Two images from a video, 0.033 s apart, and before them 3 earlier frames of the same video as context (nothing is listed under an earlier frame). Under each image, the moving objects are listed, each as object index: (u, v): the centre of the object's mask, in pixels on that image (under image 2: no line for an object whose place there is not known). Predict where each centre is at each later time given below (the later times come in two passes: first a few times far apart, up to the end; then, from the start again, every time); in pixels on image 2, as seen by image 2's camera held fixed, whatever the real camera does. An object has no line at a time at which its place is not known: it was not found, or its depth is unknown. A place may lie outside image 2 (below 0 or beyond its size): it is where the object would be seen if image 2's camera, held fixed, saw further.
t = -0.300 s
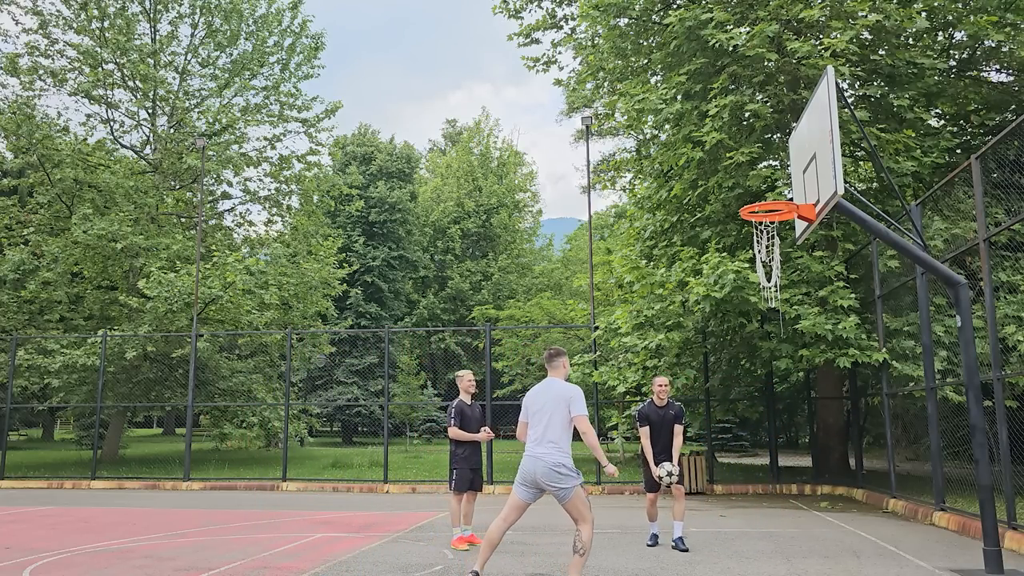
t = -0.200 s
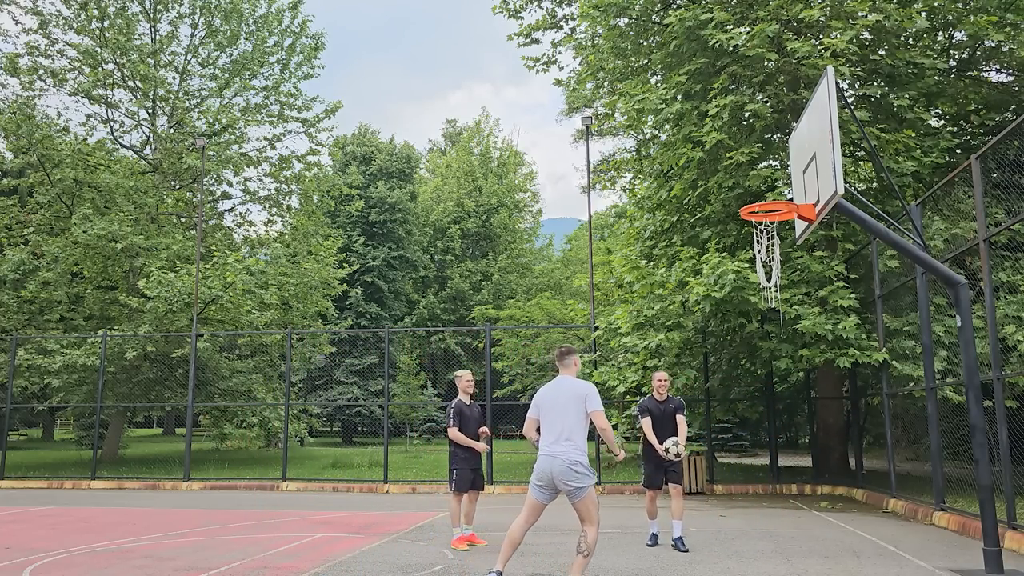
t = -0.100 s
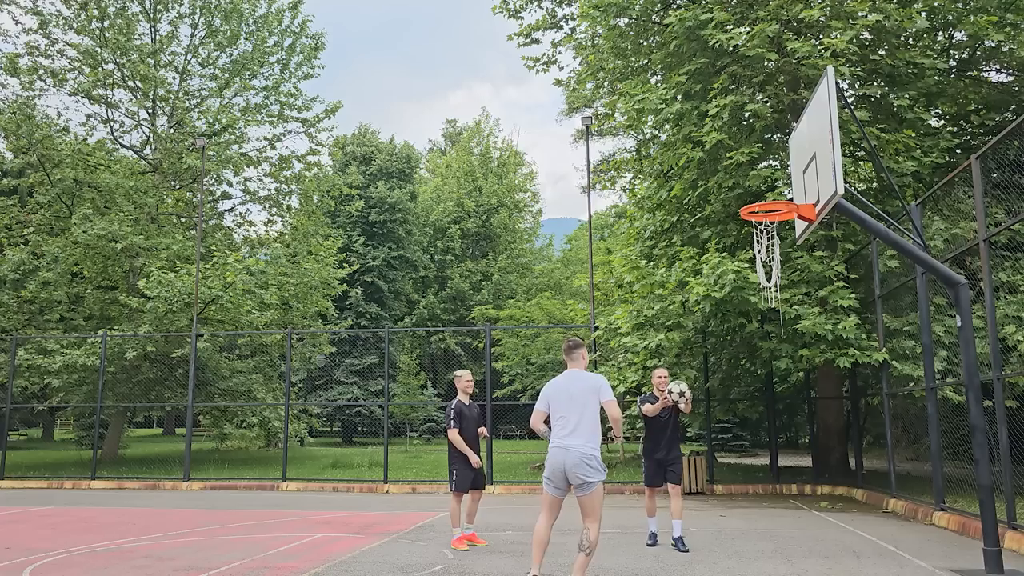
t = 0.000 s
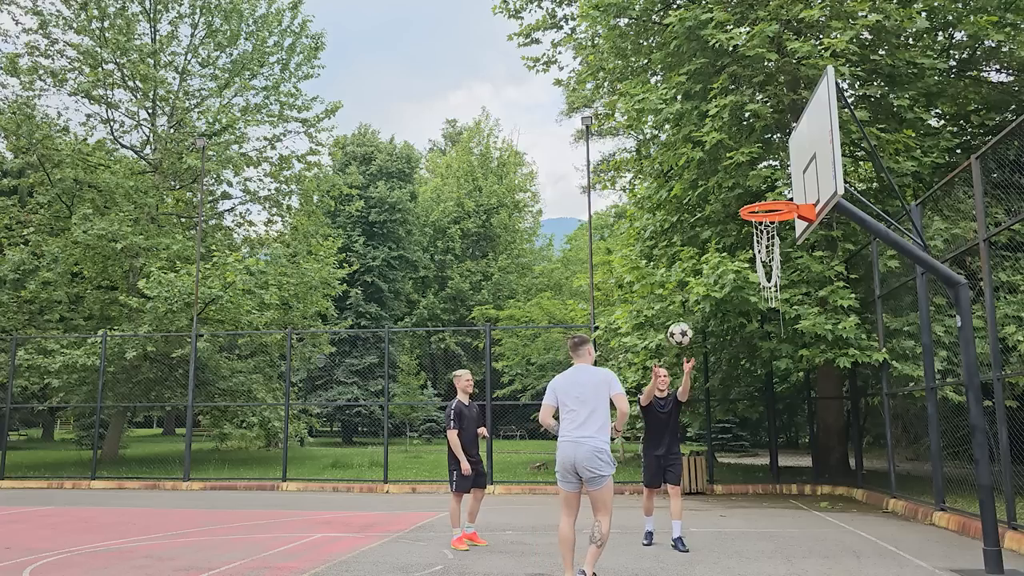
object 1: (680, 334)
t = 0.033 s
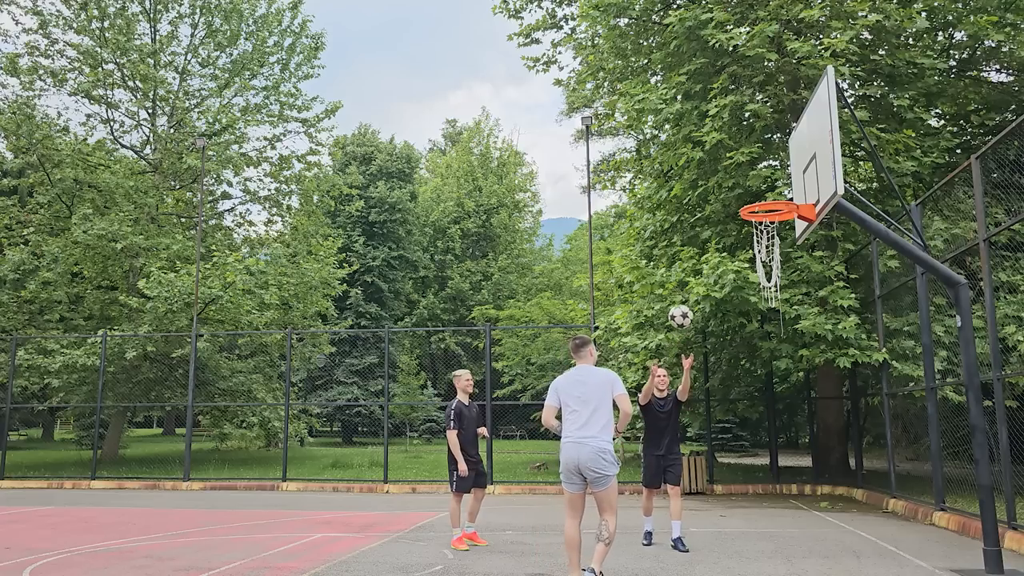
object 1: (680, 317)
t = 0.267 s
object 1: (688, 225)
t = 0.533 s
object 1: (702, 189)
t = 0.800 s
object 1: (723, 237)
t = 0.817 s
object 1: (725, 243)
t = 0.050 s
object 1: (681, 308)
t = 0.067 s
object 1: (681, 300)
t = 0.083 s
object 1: (682, 292)
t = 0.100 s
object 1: (682, 285)
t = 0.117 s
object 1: (683, 277)
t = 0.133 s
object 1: (683, 270)
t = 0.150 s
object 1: (684, 263)
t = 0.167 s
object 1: (684, 257)
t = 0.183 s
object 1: (685, 251)
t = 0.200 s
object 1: (685, 245)
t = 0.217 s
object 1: (686, 240)
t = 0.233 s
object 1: (686, 235)
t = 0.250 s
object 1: (687, 230)
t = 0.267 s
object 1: (688, 225)
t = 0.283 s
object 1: (689, 221)
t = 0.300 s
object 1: (689, 216)
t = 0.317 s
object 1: (690, 213)
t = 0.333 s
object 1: (691, 209)
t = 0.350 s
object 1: (692, 206)
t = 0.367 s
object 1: (692, 203)
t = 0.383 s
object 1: (693, 200)
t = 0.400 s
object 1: (694, 198)
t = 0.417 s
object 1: (695, 196)
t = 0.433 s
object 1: (696, 194)
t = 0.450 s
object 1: (697, 192)
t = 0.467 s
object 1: (698, 191)
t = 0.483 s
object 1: (699, 190)
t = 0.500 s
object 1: (700, 189)
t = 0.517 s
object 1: (701, 189)
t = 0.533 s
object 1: (702, 189)
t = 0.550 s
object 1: (703, 189)
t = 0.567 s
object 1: (704, 190)
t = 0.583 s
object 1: (705, 190)
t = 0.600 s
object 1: (706, 192)
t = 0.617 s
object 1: (707, 194)
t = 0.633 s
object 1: (709, 195)
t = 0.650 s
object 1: (710, 198)
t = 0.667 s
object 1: (711, 201)
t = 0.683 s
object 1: (713, 204)
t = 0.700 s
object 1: (714, 207)
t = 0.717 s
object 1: (715, 211)
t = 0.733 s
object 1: (717, 216)
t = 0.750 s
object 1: (718, 220)
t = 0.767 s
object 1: (720, 226)
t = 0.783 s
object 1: (721, 231)
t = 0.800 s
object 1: (723, 237)
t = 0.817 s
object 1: (725, 243)
